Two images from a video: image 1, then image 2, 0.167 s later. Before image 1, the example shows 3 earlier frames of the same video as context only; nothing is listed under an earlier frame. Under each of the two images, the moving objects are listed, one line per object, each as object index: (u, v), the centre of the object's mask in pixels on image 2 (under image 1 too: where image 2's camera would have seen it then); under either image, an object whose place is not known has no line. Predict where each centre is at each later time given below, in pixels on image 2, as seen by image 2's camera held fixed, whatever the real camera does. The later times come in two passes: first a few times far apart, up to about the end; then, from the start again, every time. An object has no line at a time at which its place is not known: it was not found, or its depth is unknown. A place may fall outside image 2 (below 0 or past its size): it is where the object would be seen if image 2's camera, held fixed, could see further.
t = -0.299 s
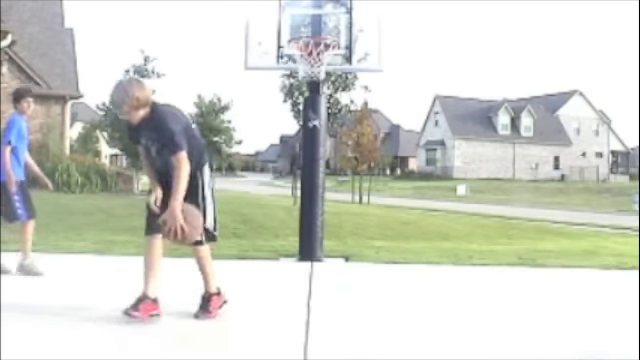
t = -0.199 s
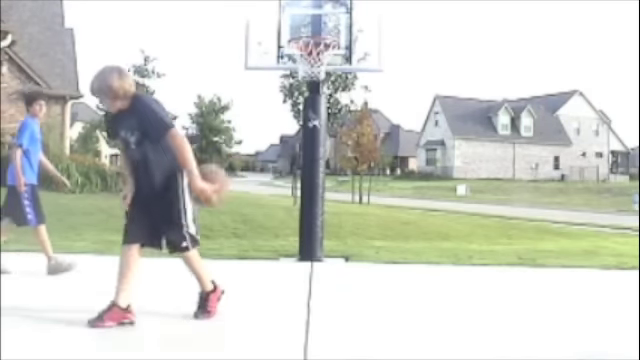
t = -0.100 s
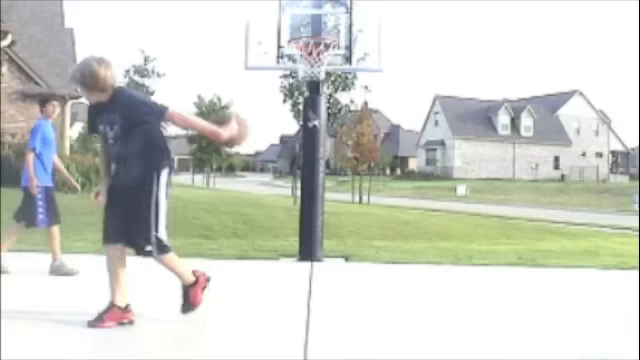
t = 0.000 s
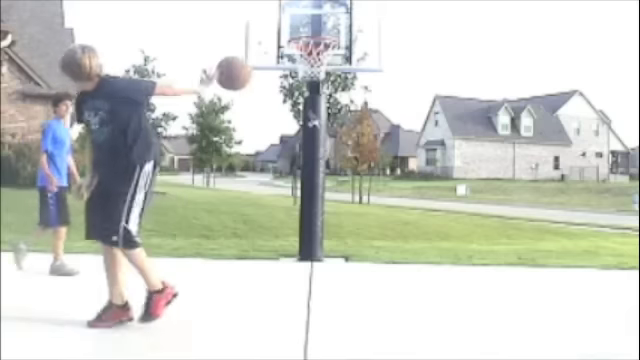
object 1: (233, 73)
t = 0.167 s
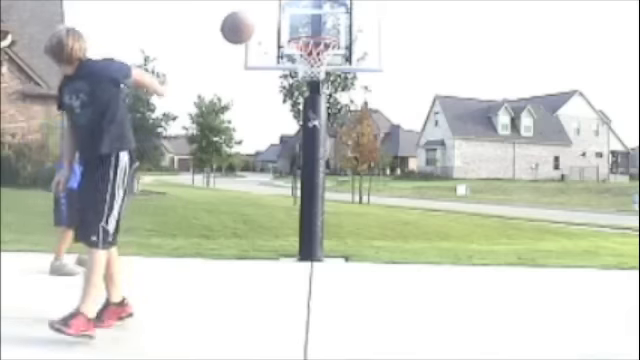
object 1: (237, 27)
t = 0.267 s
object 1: (238, 23)
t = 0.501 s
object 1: (238, 57)
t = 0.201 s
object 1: (237, 25)
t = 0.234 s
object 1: (238, 23)
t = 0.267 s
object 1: (238, 23)
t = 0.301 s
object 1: (238, 24)
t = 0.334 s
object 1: (238, 26)
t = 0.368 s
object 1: (239, 30)
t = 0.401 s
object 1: (239, 35)
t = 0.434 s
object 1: (239, 41)
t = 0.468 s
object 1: (238, 49)
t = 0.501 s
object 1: (238, 57)
